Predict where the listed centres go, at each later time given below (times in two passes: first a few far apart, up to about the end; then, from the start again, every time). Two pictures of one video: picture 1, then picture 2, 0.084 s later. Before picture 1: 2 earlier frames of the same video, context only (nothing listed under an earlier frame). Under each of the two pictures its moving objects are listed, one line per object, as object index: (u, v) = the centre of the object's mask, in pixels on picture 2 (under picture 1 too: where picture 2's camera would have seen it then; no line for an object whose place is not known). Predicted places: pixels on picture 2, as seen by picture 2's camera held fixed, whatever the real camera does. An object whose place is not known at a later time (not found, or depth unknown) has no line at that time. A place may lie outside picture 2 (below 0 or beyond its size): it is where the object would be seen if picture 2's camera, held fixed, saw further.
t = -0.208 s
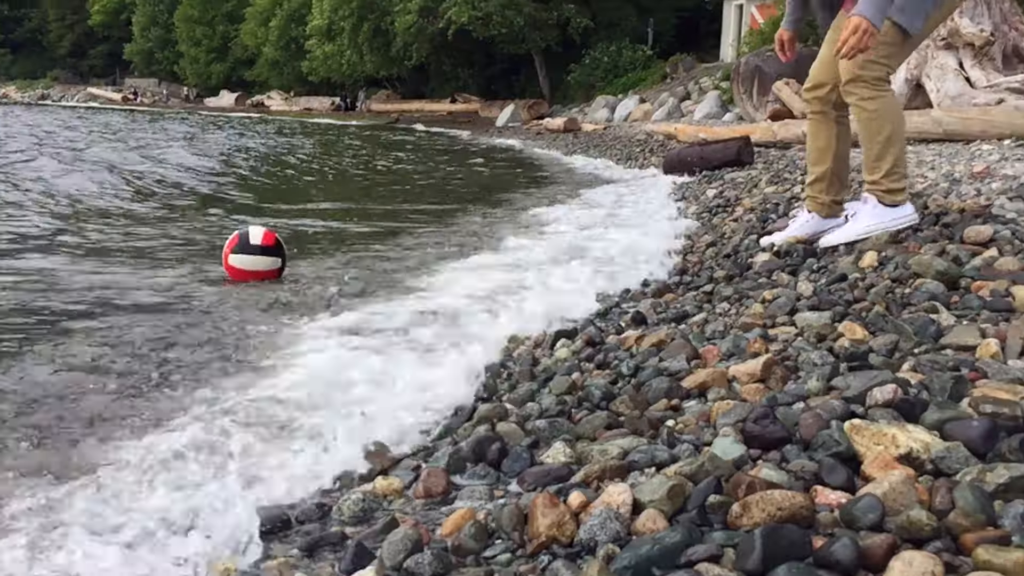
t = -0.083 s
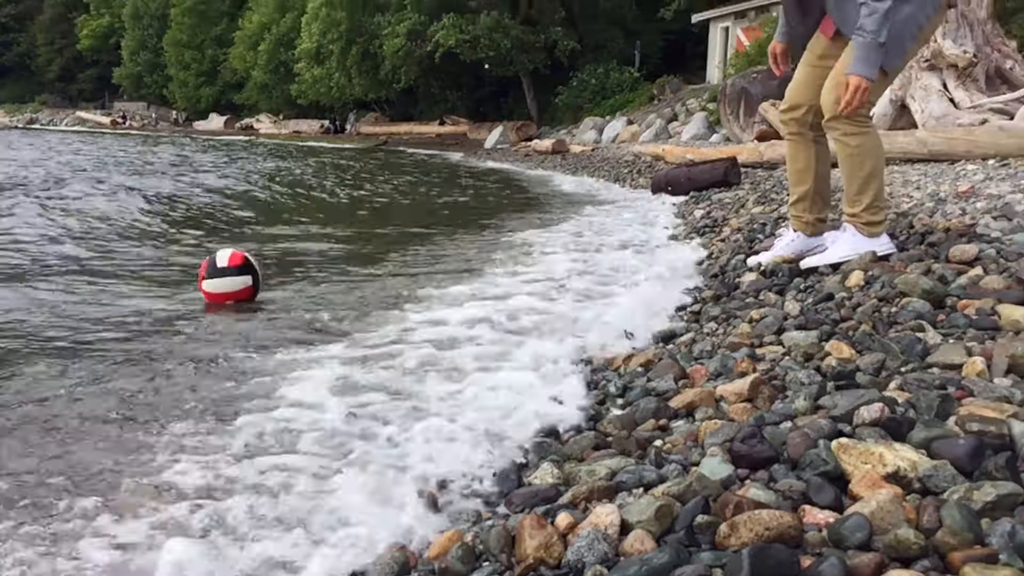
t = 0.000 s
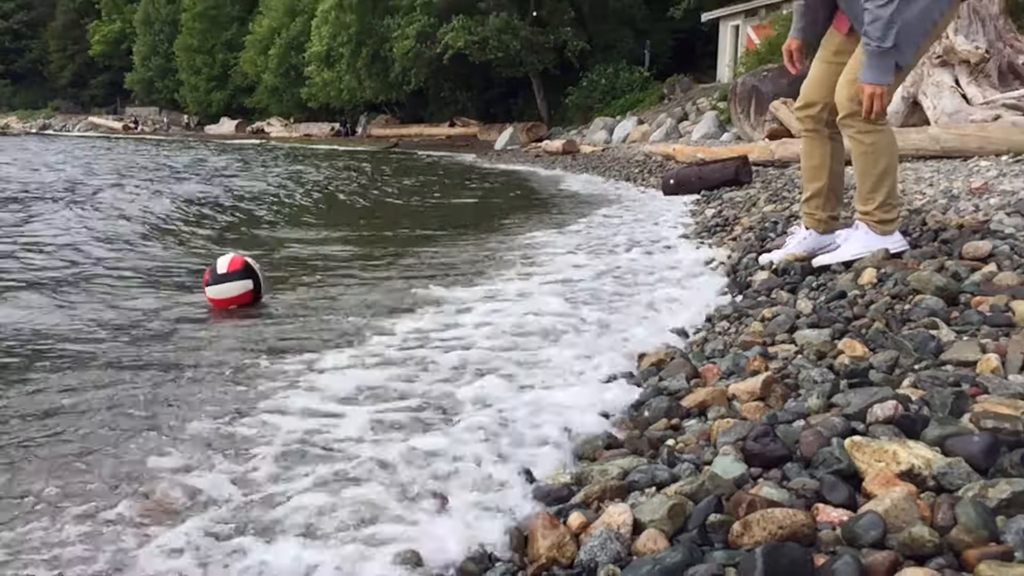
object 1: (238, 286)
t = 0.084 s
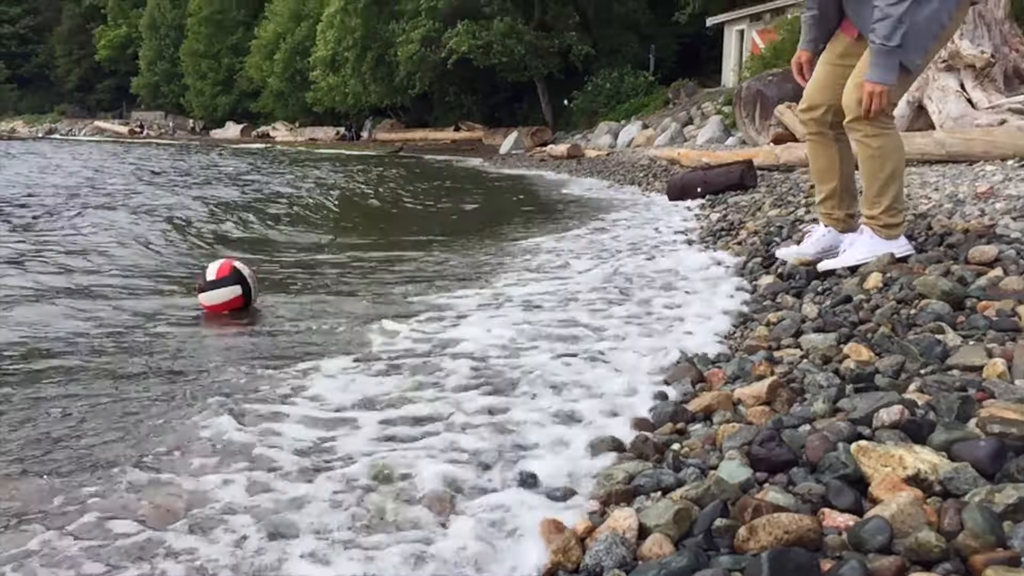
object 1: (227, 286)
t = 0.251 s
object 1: (197, 288)
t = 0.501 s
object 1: (157, 269)
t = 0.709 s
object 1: (166, 247)
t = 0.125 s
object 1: (219, 287)
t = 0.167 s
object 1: (213, 288)
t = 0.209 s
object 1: (206, 288)
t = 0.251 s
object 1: (197, 288)
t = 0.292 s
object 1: (187, 287)
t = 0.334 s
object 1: (179, 285)
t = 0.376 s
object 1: (173, 283)
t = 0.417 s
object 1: (167, 277)
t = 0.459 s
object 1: (161, 273)
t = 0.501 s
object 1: (157, 269)
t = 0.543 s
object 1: (154, 264)
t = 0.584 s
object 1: (154, 260)
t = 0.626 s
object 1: (157, 254)
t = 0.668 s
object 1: (161, 249)
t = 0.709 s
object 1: (166, 247)
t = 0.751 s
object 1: (170, 251)
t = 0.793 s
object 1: (171, 254)
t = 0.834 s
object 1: (172, 260)
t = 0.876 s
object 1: (171, 264)
